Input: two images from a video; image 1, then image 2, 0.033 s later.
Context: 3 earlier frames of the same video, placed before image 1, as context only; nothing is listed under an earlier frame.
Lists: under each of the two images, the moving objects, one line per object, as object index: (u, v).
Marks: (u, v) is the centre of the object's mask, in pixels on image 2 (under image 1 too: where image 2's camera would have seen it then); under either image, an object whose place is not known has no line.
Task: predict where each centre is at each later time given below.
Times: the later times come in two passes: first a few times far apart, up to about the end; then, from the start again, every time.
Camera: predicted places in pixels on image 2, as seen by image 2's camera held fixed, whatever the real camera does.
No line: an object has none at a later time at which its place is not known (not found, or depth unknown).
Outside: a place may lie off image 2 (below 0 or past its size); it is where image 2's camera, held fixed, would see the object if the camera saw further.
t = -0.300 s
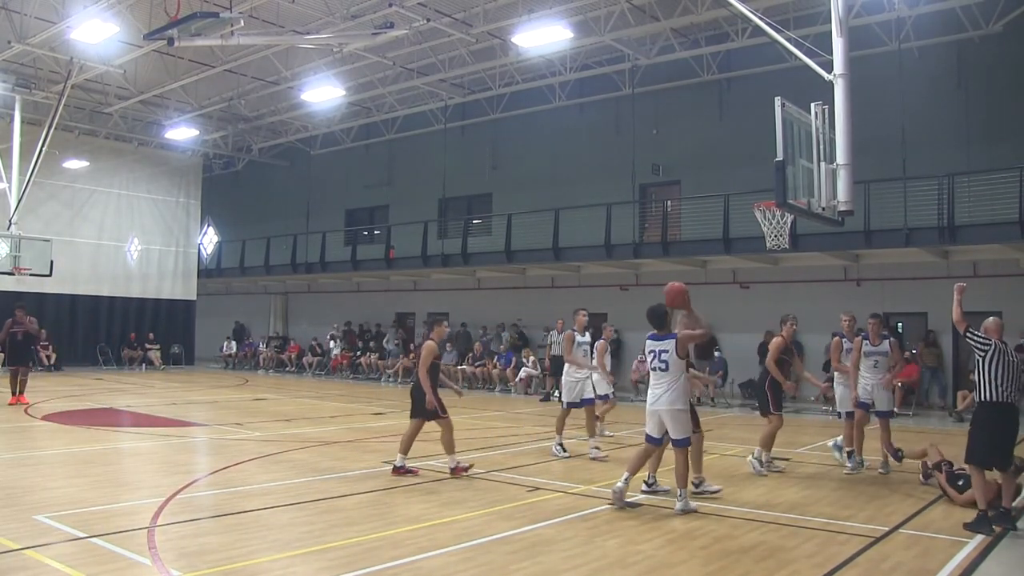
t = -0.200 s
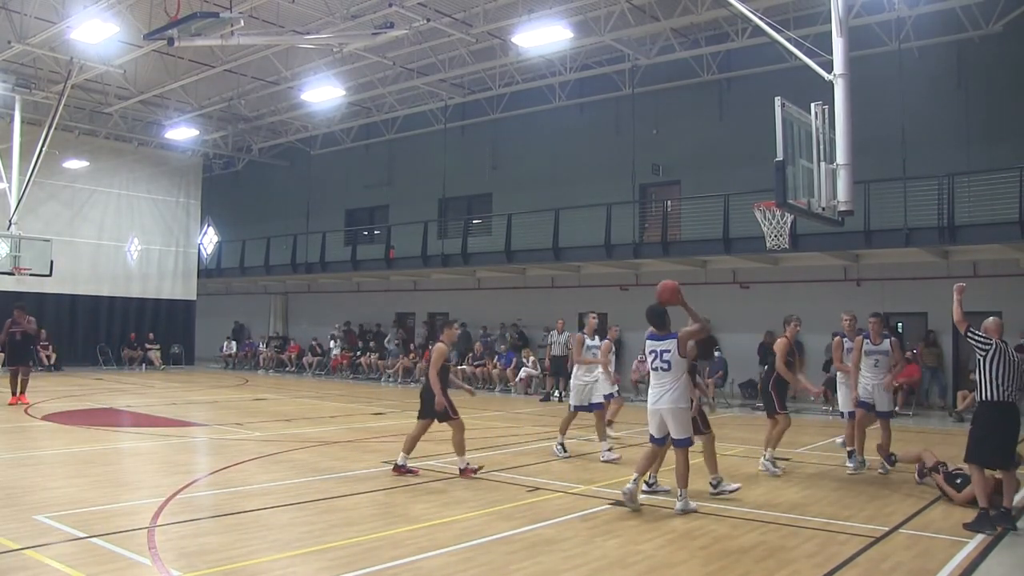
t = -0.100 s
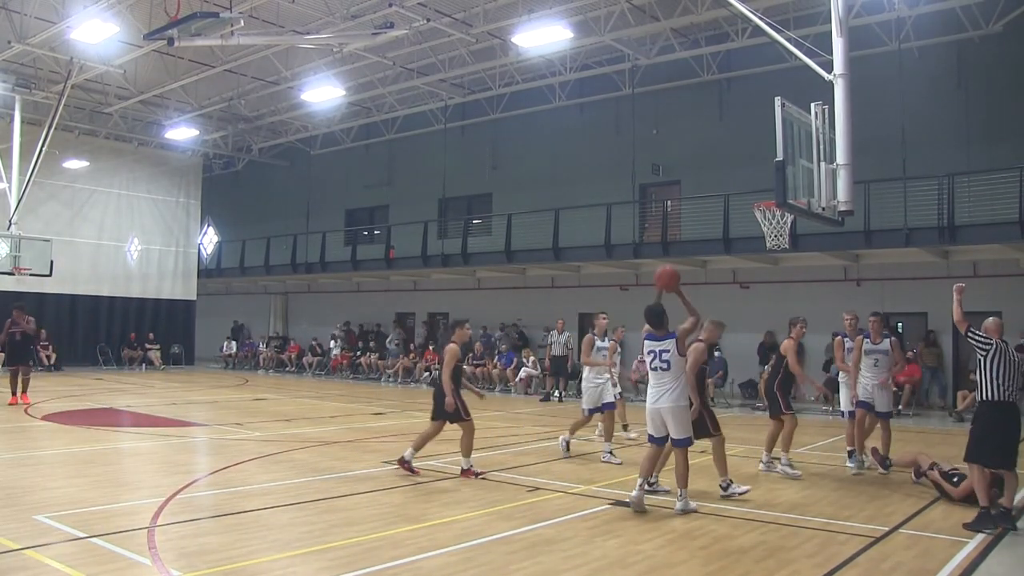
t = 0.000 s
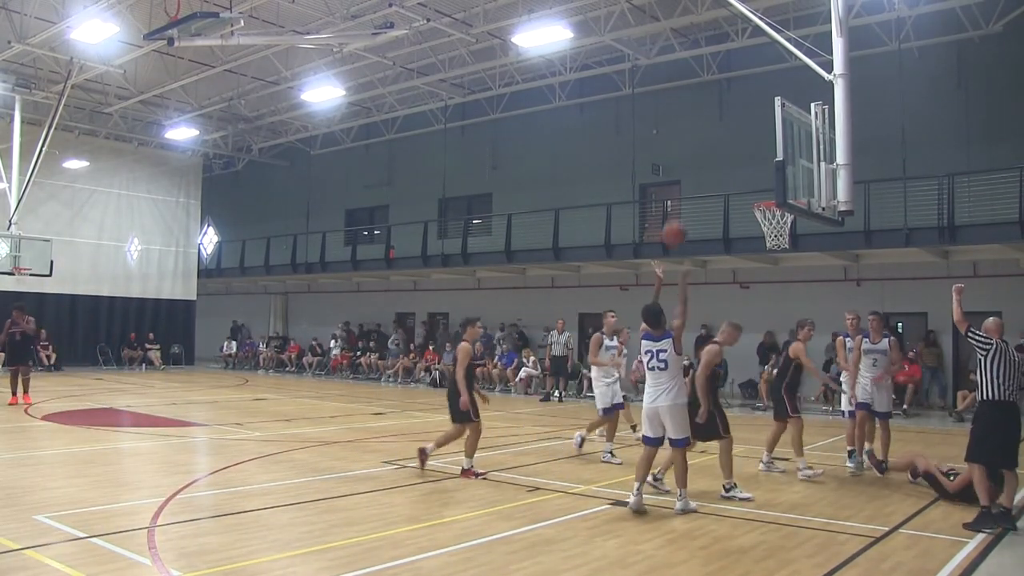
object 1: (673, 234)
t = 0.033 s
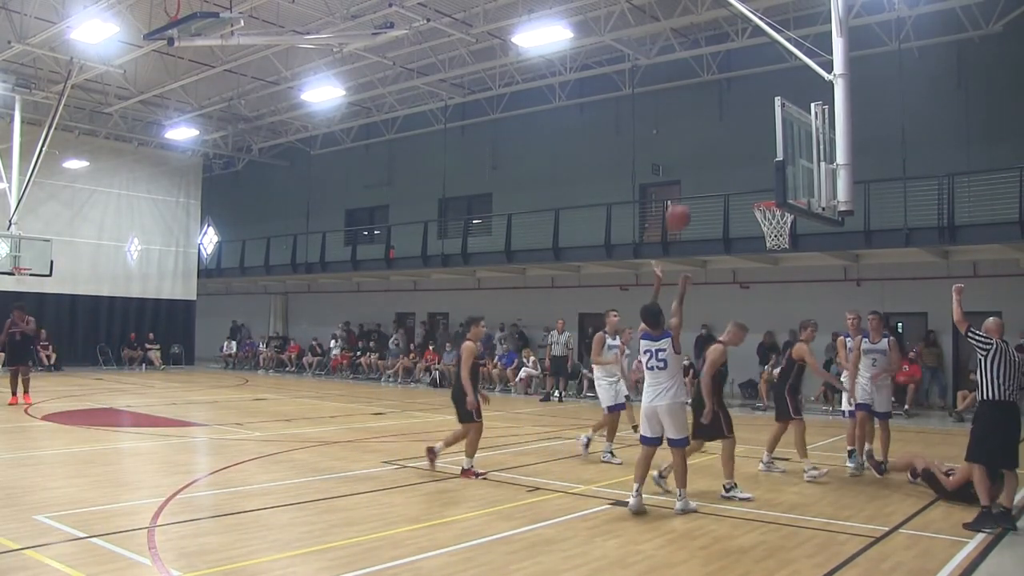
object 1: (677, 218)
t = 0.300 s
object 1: (702, 136)
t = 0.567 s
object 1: (724, 129)
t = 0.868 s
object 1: (747, 194)
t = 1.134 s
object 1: (691, 213)
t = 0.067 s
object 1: (681, 202)
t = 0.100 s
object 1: (684, 189)
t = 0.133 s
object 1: (687, 177)
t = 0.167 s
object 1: (690, 166)
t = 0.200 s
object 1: (693, 157)
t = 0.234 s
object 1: (696, 149)
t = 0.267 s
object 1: (699, 142)
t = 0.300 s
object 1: (702, 136)
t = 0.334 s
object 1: (705, 132)
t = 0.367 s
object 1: (708, 128)
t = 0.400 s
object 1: (710, 126)
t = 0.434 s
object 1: (713, 124)
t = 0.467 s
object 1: (716, 124)
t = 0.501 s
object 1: (718, 125)
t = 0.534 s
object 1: (721, 126)
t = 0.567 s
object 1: (724, 129)
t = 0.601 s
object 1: (727, 132)
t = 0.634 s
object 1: (729, 137)
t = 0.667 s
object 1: (732, 142)
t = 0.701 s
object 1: (734, 149)
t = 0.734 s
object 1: (737, 156)
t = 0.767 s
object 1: (739, 164)
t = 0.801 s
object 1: (742, 173)
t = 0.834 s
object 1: (744, 183)
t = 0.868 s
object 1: (747, 194)
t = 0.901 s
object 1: (744, 197)
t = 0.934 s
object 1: (736, 196)
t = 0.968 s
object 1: (729, 196)
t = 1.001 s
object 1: (721, 197)
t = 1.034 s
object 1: (713, 200)
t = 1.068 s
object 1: (706, 203)
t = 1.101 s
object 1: (699, 207)
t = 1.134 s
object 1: (691, 213)
